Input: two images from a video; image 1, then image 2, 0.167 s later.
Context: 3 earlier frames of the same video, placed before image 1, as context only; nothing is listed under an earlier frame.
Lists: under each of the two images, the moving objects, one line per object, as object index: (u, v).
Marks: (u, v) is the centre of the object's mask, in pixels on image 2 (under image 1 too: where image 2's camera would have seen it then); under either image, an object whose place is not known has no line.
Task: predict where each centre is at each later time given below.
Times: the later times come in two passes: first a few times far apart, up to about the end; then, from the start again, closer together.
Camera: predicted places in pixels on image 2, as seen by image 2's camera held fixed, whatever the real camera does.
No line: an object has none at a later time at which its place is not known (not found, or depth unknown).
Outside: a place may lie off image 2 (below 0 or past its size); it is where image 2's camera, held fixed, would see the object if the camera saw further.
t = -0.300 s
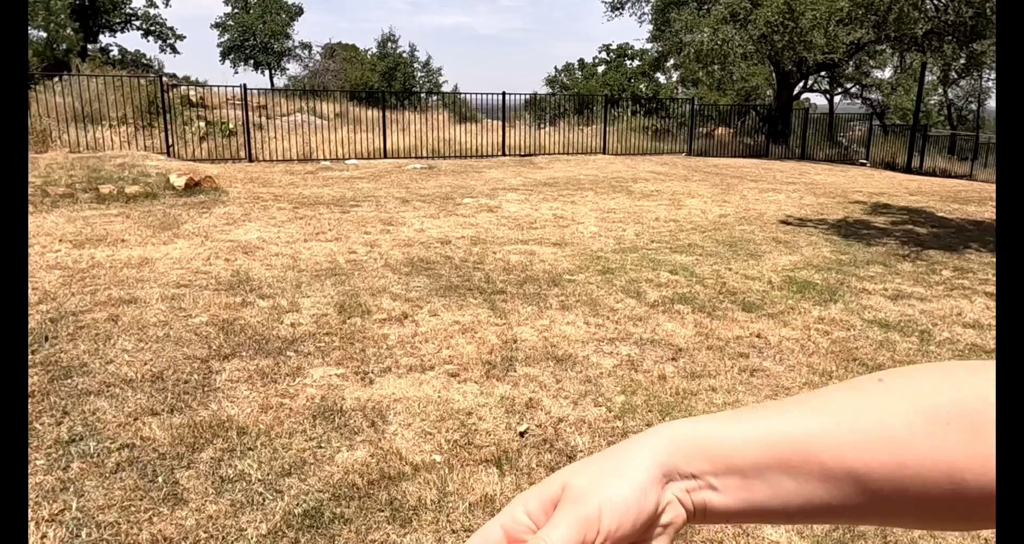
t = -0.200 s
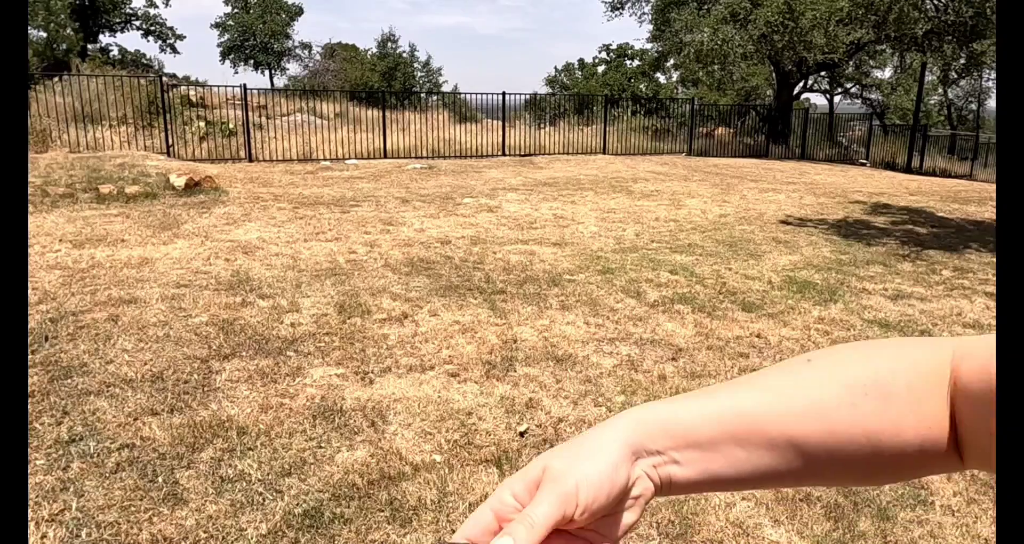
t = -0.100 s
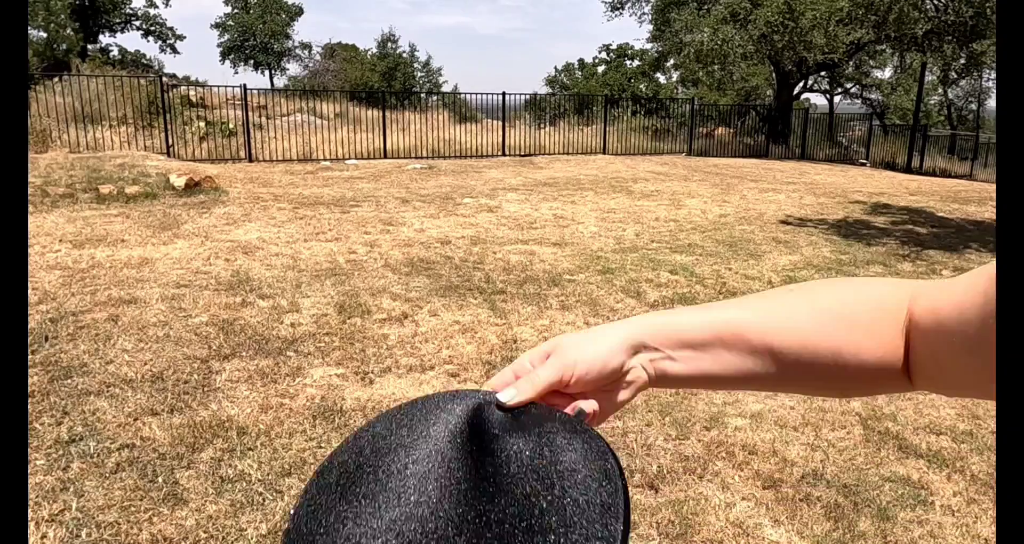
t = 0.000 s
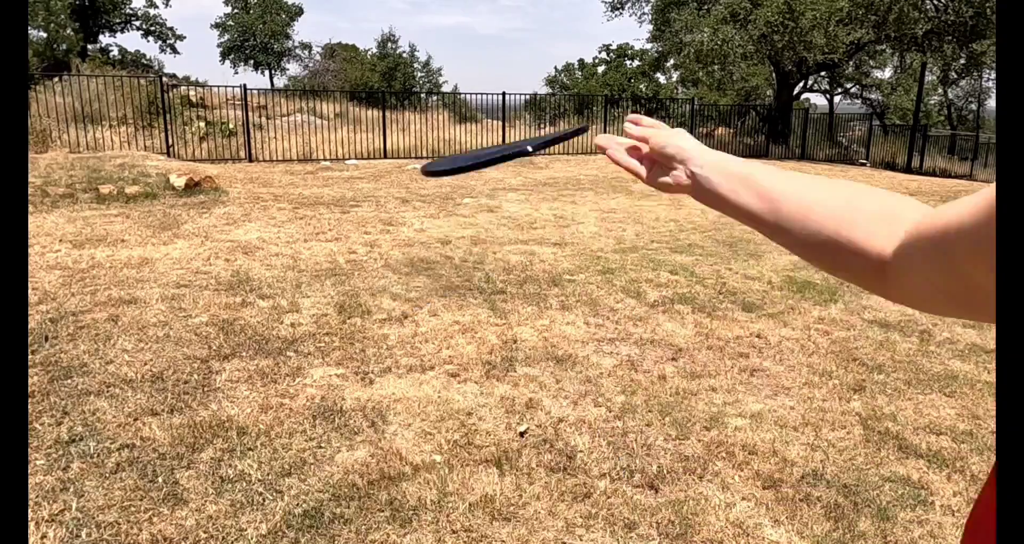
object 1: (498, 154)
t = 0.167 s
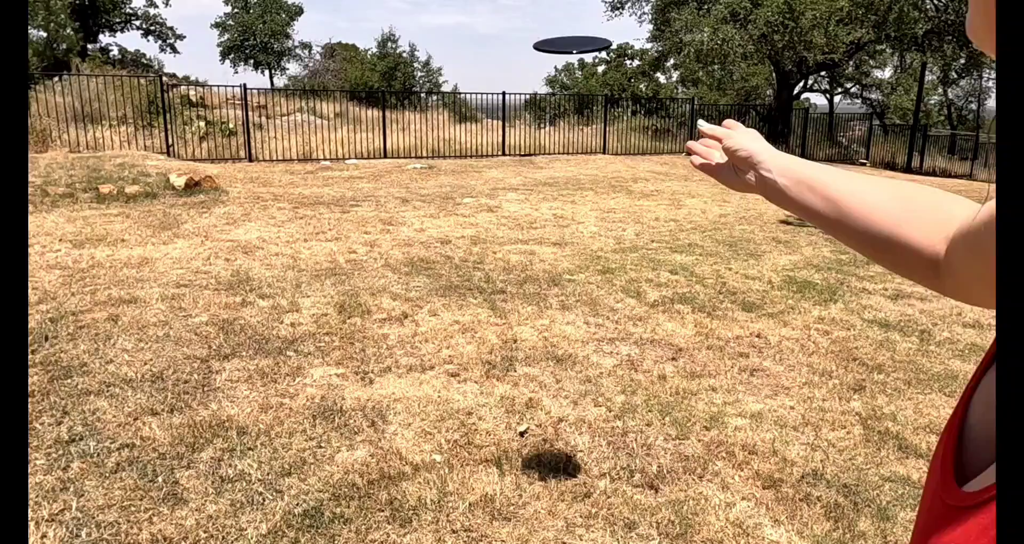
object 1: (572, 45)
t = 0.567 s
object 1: (608, 89)
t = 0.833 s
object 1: (606, 114)
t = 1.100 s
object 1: (577, 148)
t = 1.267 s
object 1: (546, 177)
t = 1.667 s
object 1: (550, 177)
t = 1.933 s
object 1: (560, 189)
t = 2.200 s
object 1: (575, 187)
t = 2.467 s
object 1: (588, 193)
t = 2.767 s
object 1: (588, 193)
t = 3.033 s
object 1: (588, 194)
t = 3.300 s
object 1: (588, 194)
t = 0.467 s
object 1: (603, 79)
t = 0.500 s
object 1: (605, 83)
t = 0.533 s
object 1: (606, 87)
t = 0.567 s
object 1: (608, 89)
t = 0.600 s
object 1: (610, 92)
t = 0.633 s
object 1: (610, 96)
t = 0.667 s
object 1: (610, 98)
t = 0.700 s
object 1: (611, 101)
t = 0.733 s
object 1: (609, 104)
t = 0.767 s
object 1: (607, 108)
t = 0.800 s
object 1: (607, 111)
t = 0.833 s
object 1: (606, 114)
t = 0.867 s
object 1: (603, 118)
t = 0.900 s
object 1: (600, 122)
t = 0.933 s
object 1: (596, 127)
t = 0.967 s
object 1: (594, 130)
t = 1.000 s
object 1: (591, 134)
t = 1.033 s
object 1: (587, 138)
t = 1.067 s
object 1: (582, 144)
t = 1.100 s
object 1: (577, 148)
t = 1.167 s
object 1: (565, 159)
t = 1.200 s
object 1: (560, 164)
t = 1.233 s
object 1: (553, 171)
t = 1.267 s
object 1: (546, 177)
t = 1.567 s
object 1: (544, 176)
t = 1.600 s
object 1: (546, 176)
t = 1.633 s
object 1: (548, 176)
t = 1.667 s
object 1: (550, 177)
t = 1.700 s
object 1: (552, 178)
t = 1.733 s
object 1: (553, 180)
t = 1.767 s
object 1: (554, 182)
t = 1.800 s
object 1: (555, 186)
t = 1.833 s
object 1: (556, 189)
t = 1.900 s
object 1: (558, 190)
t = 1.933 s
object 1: (560, 189)
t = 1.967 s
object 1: (562, 188)
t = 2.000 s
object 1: (563, 186)
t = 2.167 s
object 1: (573, 186)
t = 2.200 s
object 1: (575, 187)
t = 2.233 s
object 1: (578, 187)
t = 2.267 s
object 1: (579, 188)
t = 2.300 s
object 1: (582, 190)
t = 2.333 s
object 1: (583, 191)
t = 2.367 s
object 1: (585, 192)
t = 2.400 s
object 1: (587, 193)
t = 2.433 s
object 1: (588, 193)
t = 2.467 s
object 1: (588, 193)
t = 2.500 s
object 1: (588, 193)
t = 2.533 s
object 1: (588, 193)
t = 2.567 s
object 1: (588, 193)
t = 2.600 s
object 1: (588, 193)
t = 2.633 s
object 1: (588, 193)
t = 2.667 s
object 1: (588, 193)
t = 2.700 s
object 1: (588, 193)
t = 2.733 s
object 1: (588, 193)
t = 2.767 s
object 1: (588, 193)
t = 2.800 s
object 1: (588, 193)
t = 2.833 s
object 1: (588, 193)
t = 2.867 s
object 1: (588, 193)
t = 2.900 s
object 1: (588, 193)
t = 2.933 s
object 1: (588, 193)
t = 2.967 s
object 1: (588, 194)
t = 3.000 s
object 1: (588, 194)
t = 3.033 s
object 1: (588, 194)
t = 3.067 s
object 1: (588, 194)
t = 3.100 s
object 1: (588, 194)
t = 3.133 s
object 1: (588, 194)
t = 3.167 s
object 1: (588, 194)
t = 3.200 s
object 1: (588, 194)
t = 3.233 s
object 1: (588, 194)
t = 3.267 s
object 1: (588, 194)
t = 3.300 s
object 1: (588, 194)
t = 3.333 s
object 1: (588, 193)
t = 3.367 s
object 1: (588, 194)
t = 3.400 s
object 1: (588, 193)
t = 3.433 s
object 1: (588, 194)
